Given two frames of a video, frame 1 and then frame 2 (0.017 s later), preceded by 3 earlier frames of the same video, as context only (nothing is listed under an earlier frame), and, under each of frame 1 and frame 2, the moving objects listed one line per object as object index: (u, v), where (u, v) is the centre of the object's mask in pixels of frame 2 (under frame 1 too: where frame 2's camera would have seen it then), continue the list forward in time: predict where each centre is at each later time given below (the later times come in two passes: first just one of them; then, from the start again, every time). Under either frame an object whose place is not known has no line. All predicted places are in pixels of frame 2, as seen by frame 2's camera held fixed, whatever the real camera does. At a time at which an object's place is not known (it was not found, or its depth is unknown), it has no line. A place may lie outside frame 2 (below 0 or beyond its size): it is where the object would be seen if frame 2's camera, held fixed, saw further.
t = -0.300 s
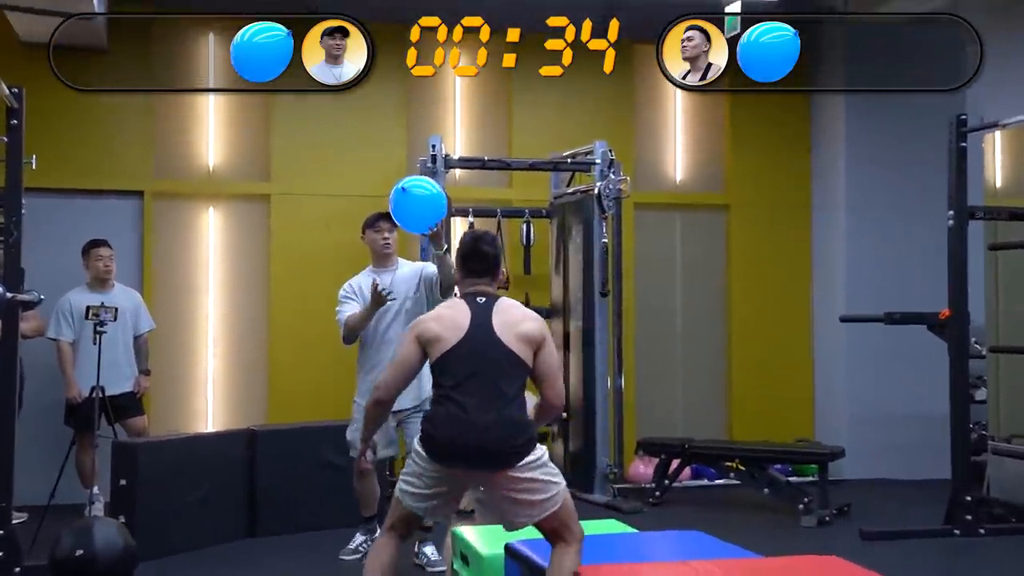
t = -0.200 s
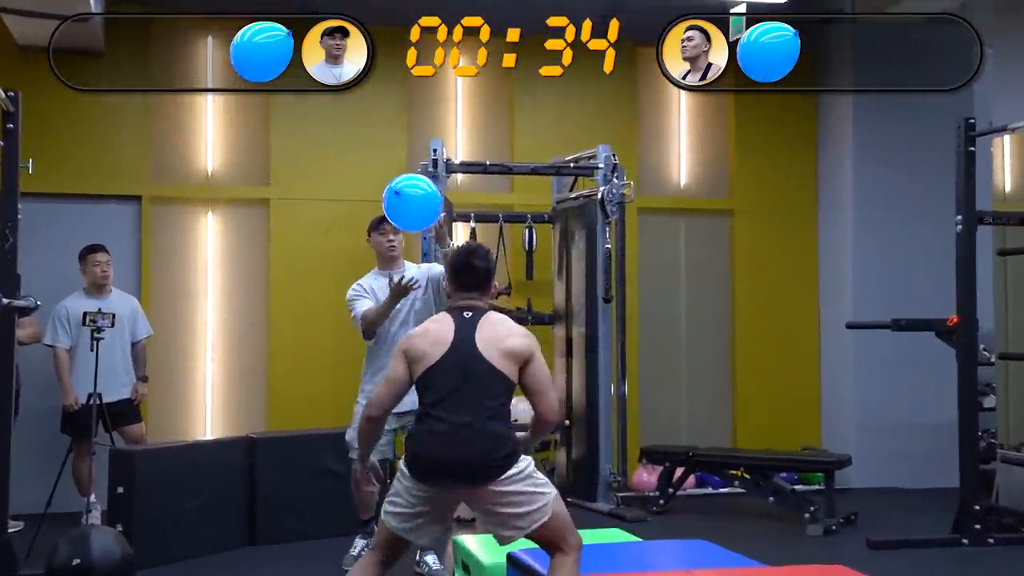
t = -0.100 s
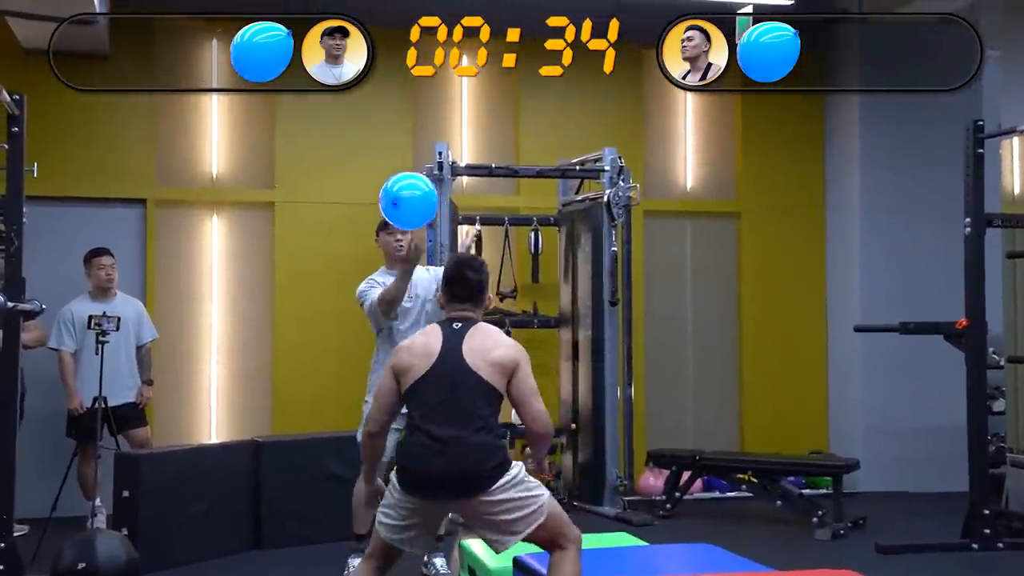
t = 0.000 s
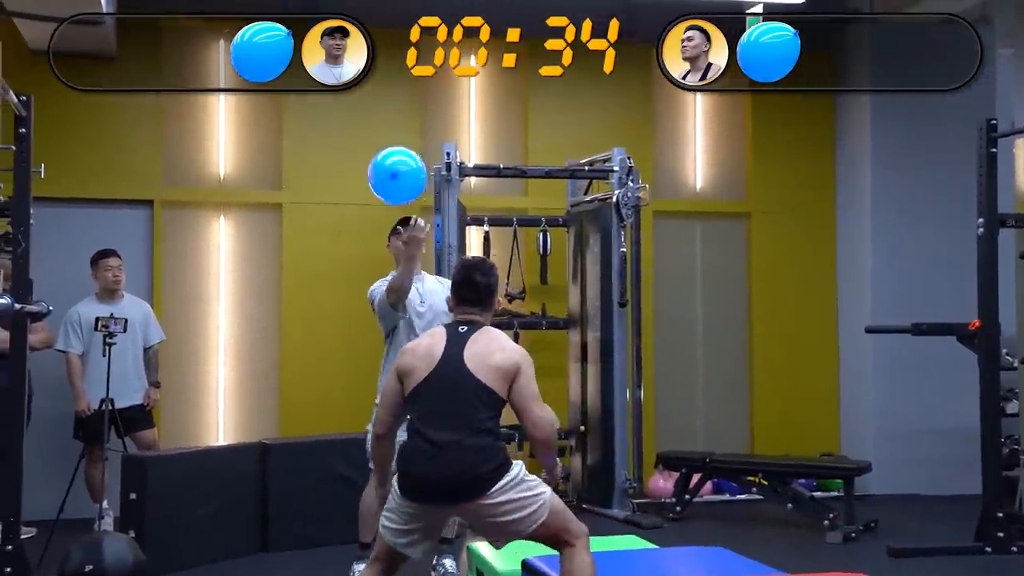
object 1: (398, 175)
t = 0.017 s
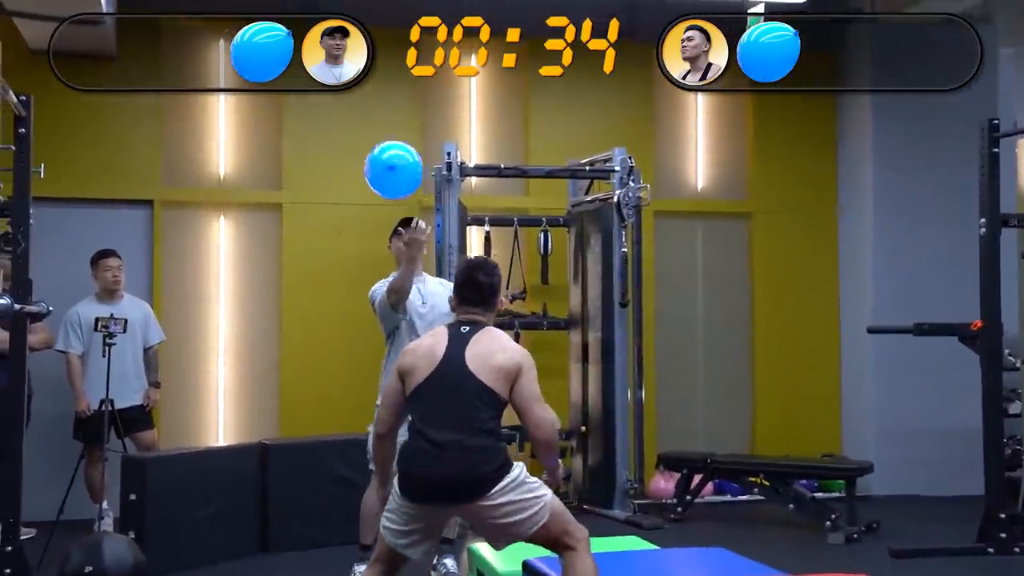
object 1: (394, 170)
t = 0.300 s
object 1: (344, 110)
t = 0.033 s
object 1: (389, 164)
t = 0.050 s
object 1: (386, 159)
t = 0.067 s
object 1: (382, 154)
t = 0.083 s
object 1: (378, 149)
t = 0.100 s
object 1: (375, 144)
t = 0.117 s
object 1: (371, 139)
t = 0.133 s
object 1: (368, 135)
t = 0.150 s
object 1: (365, 131)
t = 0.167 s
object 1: (362, 127)
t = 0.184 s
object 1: (359, 123)
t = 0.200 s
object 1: (357, 120)
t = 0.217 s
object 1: (354, 118)
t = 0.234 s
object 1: (352, 116)
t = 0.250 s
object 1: (350, 114)
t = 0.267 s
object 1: (347, 113)
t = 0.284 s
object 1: (345, 112)
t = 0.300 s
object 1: (344, 110)
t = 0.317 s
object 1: (342, 109)
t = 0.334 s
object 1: (340, 108)
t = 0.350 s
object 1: (338, 106)
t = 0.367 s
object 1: (337, 104)
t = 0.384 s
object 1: (335, 102)
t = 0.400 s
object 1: (334, 99)
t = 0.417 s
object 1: (332, 96)
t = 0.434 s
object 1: (329, 94)
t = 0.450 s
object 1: (327, 92)
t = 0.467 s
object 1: (325, 91)
